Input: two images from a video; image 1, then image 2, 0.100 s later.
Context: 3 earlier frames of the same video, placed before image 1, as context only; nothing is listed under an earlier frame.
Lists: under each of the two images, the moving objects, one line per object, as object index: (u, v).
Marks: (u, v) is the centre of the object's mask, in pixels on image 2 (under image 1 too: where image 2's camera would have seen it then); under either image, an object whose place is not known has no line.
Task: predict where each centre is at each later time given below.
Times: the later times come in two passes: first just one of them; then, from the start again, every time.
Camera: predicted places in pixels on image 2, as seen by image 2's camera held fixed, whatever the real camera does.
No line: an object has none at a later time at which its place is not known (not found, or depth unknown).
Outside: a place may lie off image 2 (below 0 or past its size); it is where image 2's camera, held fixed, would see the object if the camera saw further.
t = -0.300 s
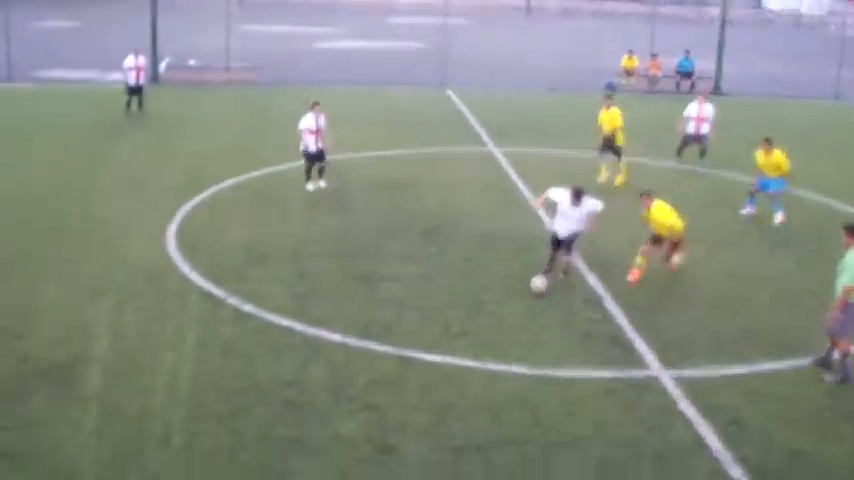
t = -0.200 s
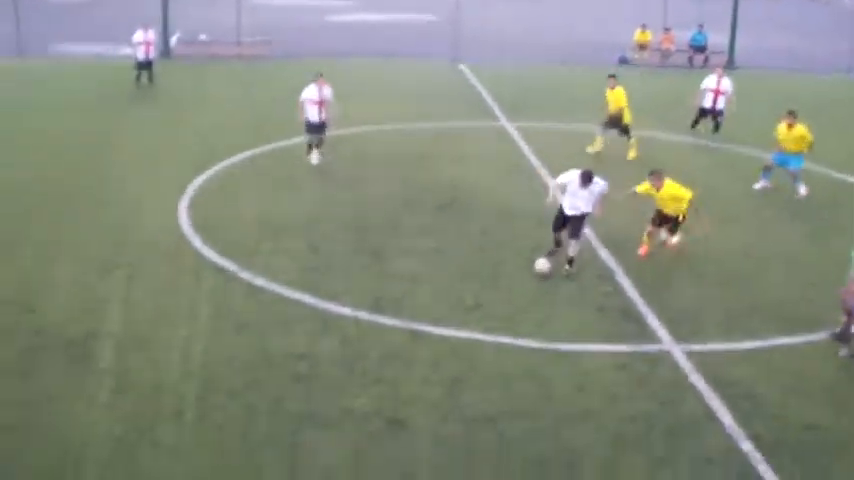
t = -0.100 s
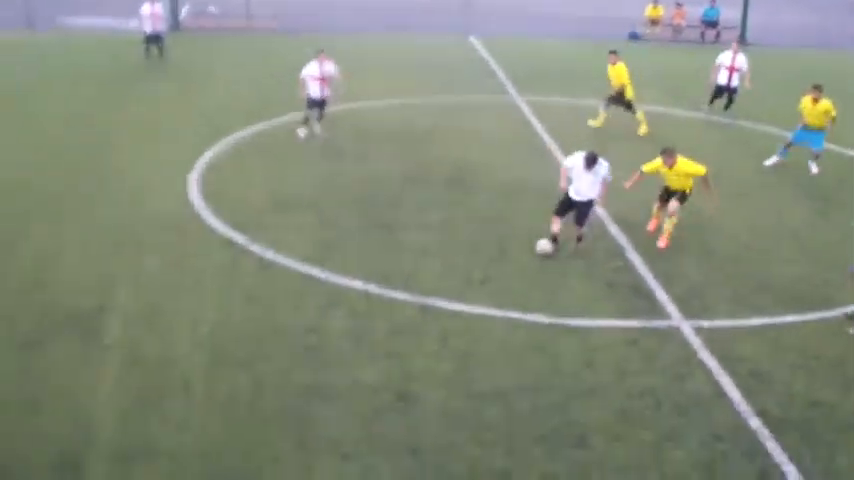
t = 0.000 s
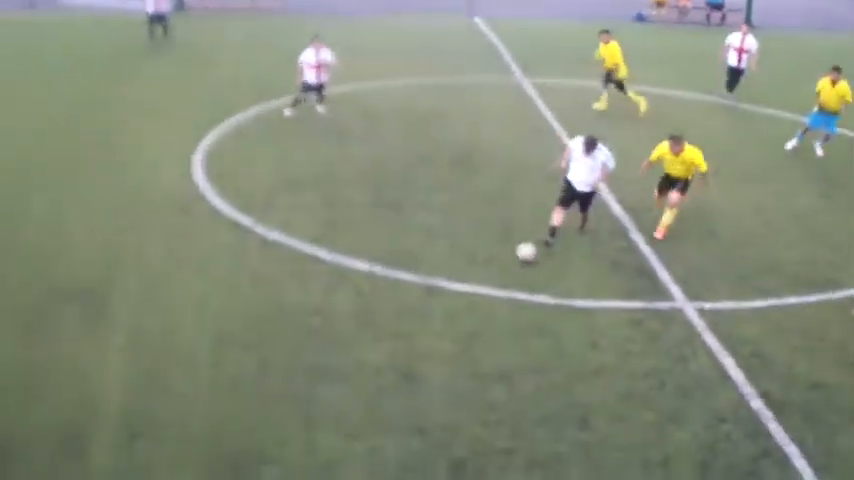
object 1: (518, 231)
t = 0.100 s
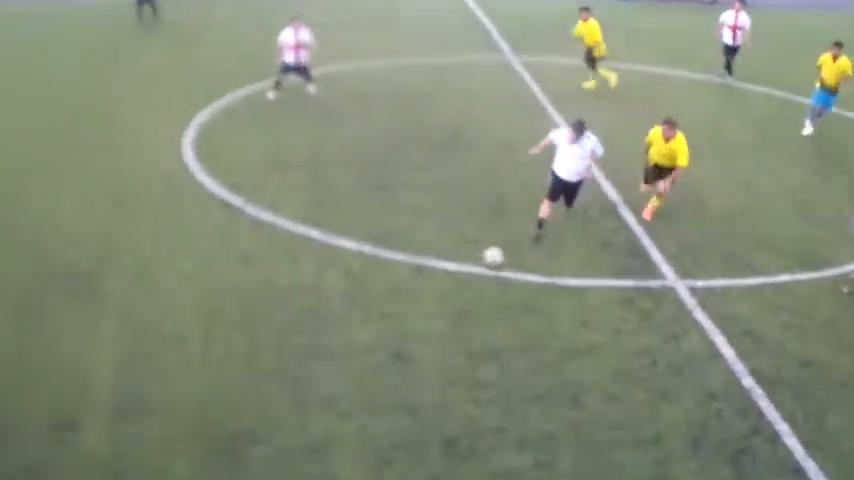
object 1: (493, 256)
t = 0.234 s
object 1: (460, 291)
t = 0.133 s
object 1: (485, 265)
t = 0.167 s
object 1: (474, 276)
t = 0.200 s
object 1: (467, 284)
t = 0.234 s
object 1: (460, 291)
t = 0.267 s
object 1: (452, 301)
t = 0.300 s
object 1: (442, 312)
